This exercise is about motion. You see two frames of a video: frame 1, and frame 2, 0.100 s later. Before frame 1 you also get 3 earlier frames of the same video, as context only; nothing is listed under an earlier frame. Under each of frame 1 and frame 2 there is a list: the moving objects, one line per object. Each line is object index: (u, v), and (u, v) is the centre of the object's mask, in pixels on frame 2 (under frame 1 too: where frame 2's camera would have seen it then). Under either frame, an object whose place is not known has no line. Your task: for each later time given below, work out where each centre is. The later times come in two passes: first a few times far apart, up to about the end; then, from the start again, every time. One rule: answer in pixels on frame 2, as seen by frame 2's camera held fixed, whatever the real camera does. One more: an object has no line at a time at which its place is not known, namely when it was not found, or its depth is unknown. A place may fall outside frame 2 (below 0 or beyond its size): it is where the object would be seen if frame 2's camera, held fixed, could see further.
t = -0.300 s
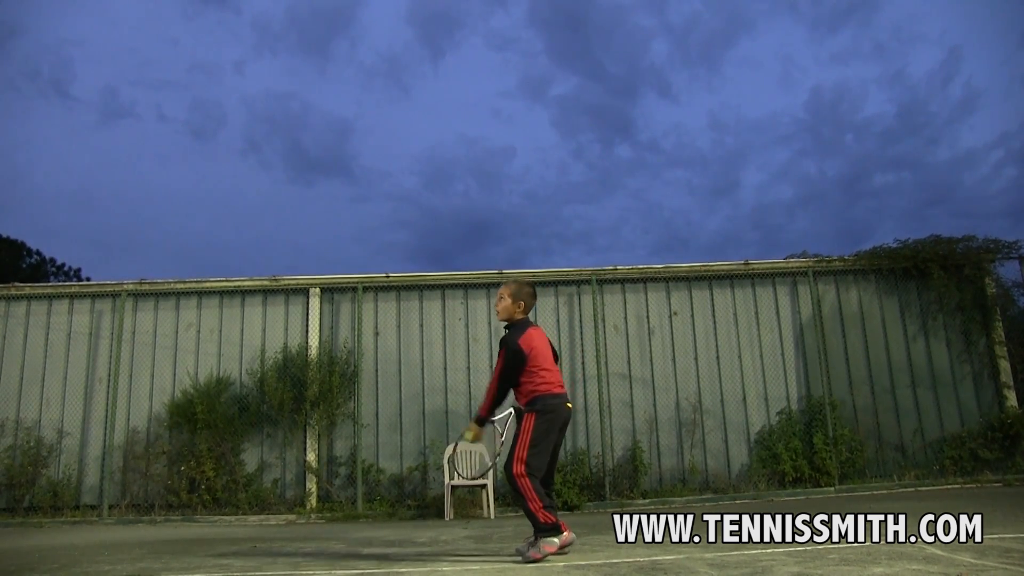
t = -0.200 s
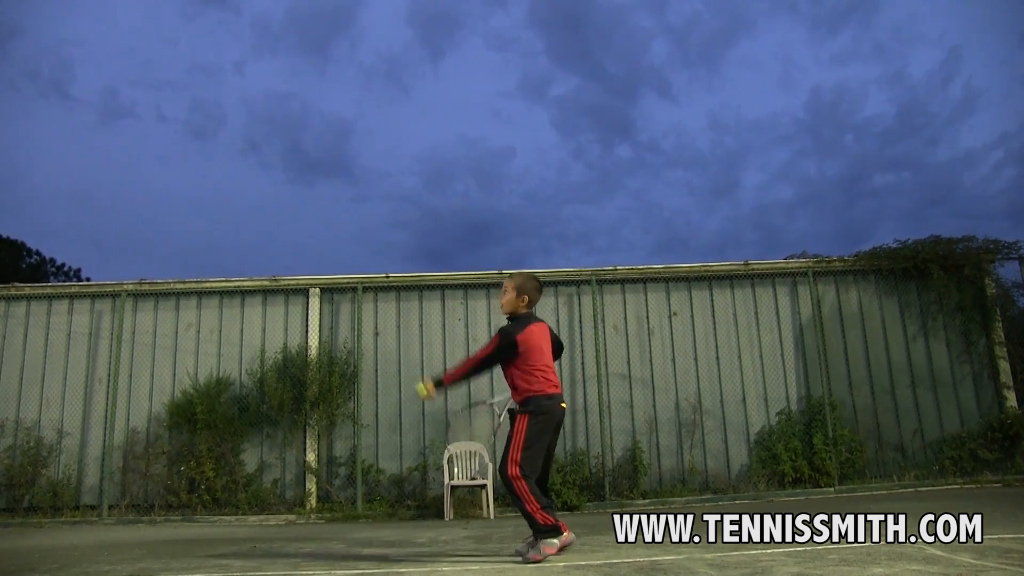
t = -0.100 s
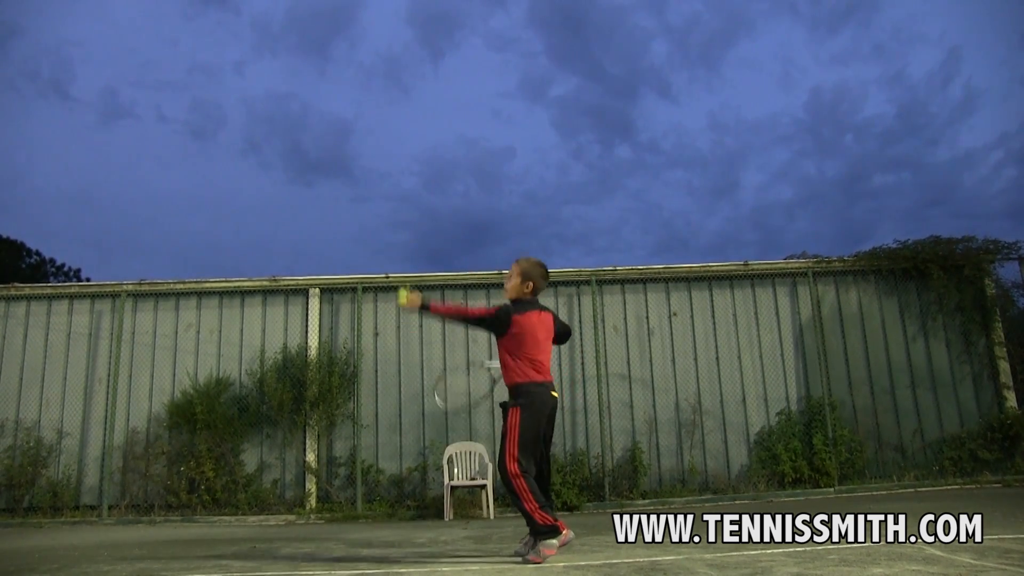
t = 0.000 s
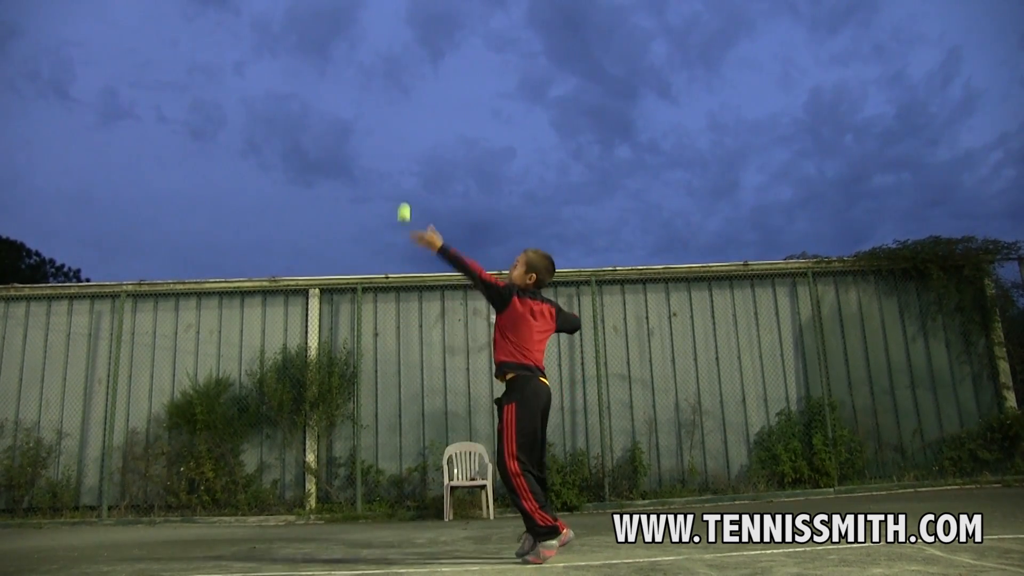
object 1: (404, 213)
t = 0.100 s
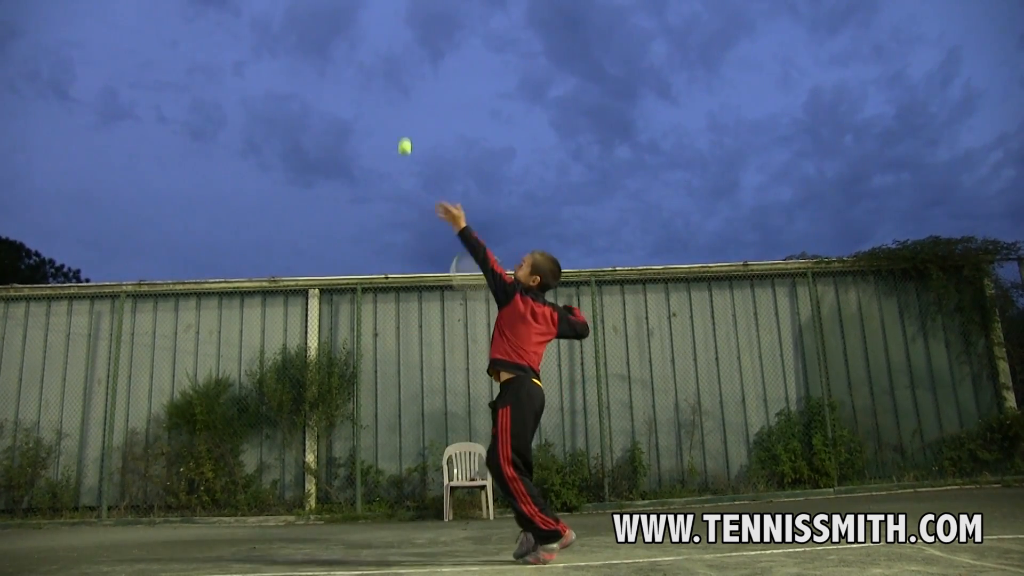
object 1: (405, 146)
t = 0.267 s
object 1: (407, 74)
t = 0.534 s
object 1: (412, 56)
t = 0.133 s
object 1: (405, 128)
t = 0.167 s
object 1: (405, 112)
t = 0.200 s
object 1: (406, 97)
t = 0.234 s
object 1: (406, 85)
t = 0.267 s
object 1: (407, 74)
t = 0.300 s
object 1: (407, 65)
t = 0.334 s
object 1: (408, 58)
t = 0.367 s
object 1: (409, 53)
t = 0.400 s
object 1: (409, 49)
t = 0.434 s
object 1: (410, 48)
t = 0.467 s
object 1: (411, 48)
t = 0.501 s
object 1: (411, 51)
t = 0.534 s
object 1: (412, 56)
